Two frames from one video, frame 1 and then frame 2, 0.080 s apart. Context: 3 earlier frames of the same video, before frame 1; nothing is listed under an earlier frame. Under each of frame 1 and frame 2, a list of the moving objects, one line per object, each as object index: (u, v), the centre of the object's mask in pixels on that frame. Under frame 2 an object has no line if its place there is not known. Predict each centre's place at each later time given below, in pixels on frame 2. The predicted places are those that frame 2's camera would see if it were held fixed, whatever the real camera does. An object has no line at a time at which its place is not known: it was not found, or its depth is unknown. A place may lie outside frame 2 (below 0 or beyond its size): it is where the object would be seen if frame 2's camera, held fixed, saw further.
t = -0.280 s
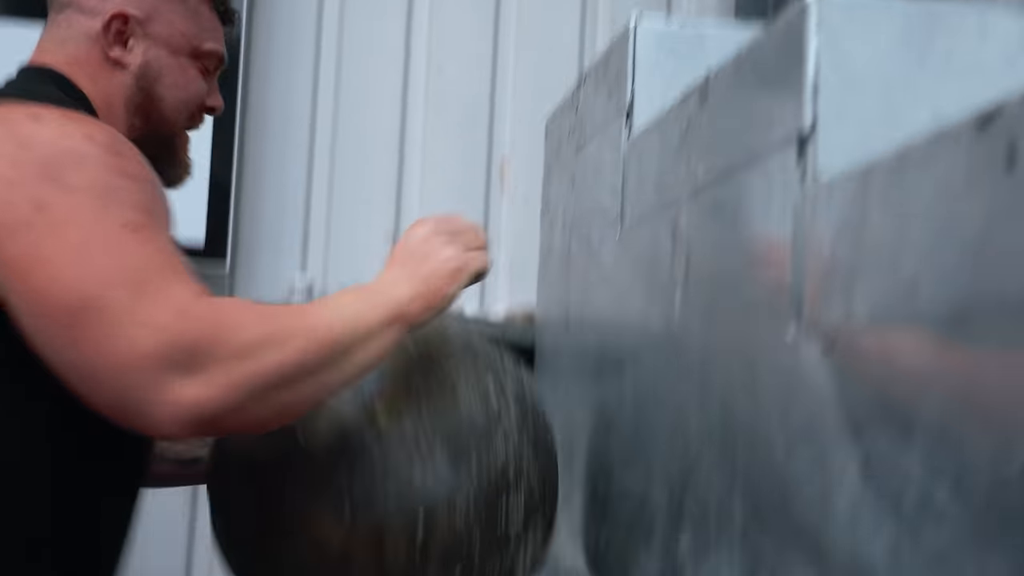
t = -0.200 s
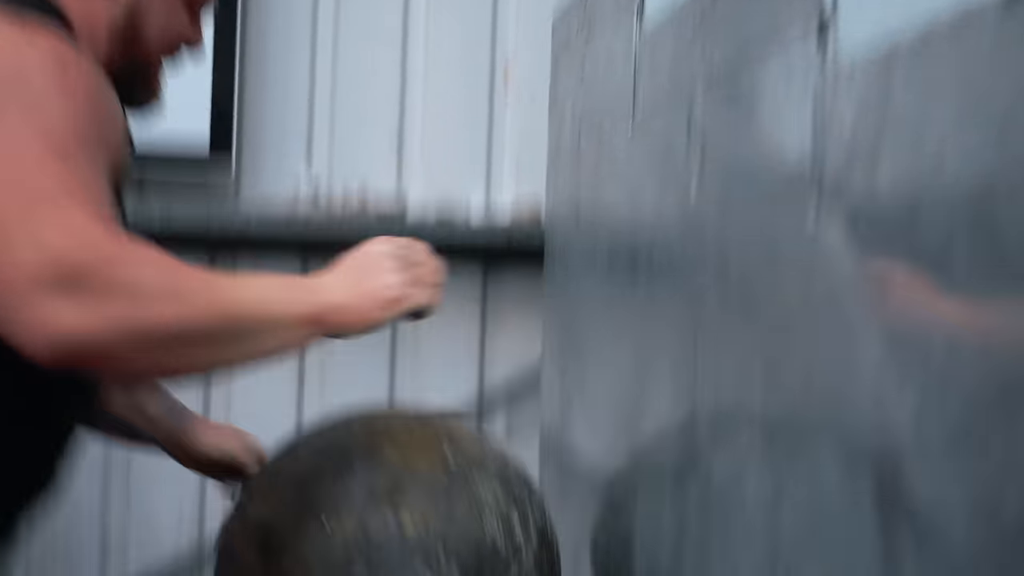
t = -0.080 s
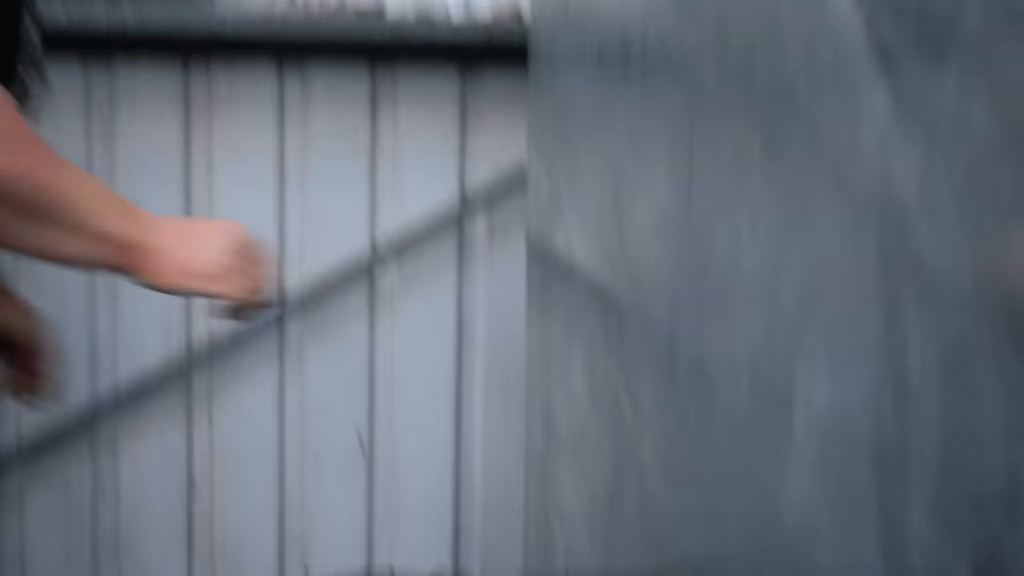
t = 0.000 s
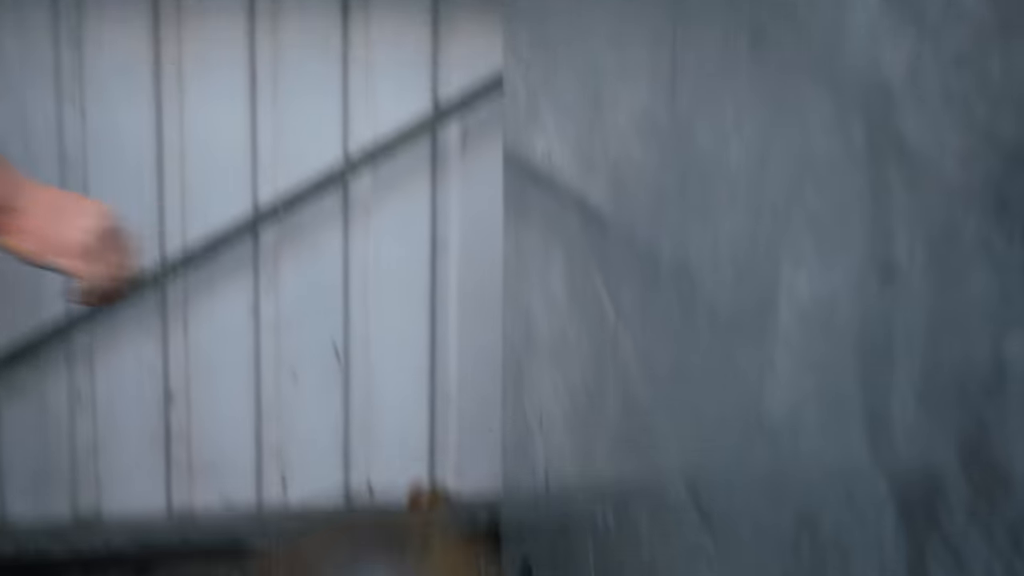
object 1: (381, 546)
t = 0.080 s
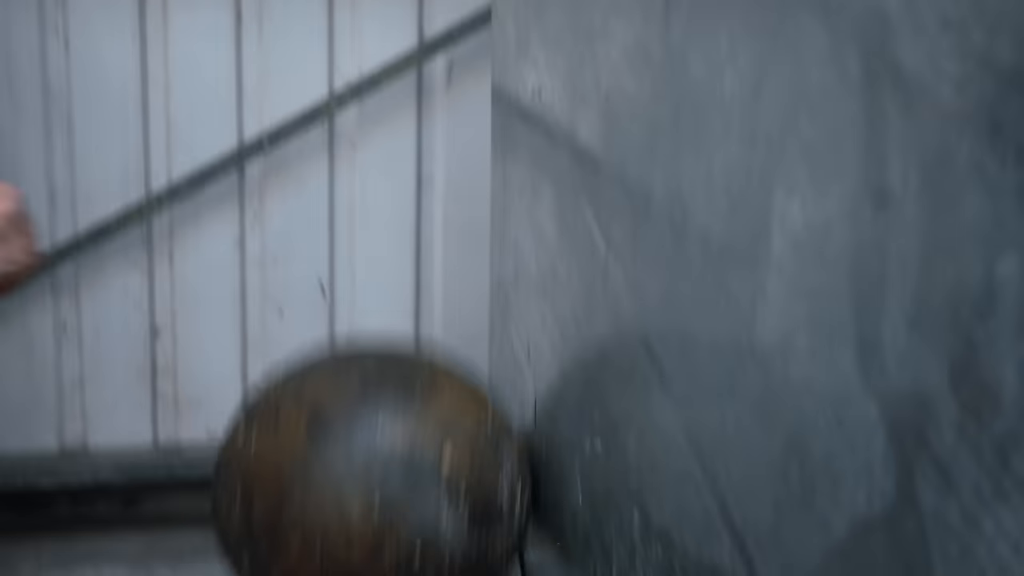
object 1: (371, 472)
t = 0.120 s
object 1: (370, 463)
